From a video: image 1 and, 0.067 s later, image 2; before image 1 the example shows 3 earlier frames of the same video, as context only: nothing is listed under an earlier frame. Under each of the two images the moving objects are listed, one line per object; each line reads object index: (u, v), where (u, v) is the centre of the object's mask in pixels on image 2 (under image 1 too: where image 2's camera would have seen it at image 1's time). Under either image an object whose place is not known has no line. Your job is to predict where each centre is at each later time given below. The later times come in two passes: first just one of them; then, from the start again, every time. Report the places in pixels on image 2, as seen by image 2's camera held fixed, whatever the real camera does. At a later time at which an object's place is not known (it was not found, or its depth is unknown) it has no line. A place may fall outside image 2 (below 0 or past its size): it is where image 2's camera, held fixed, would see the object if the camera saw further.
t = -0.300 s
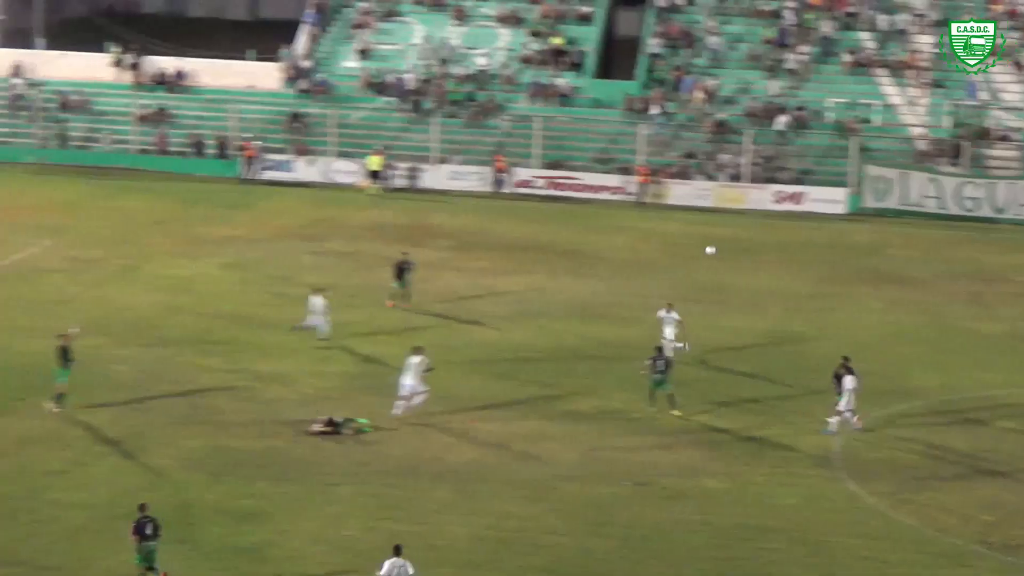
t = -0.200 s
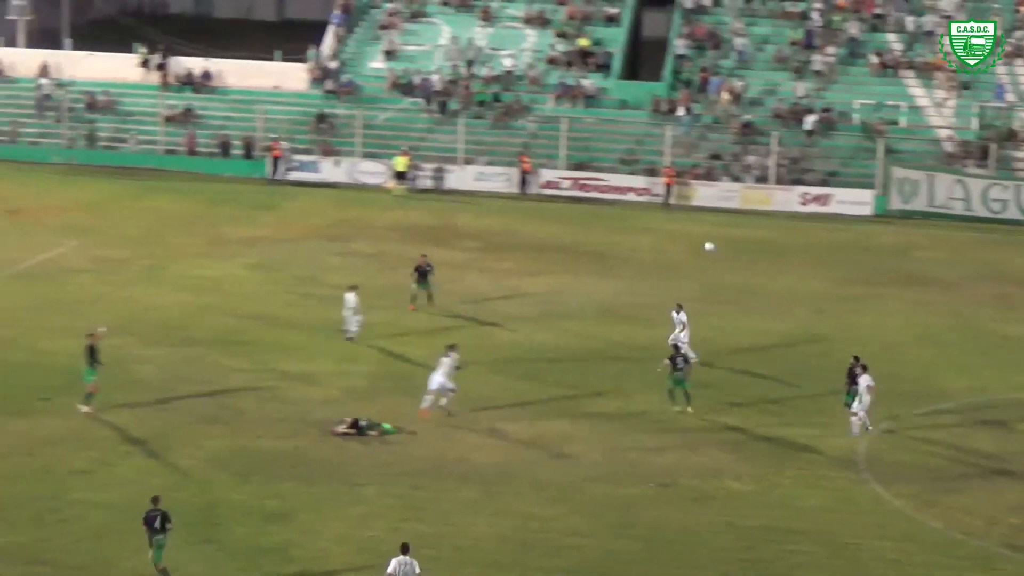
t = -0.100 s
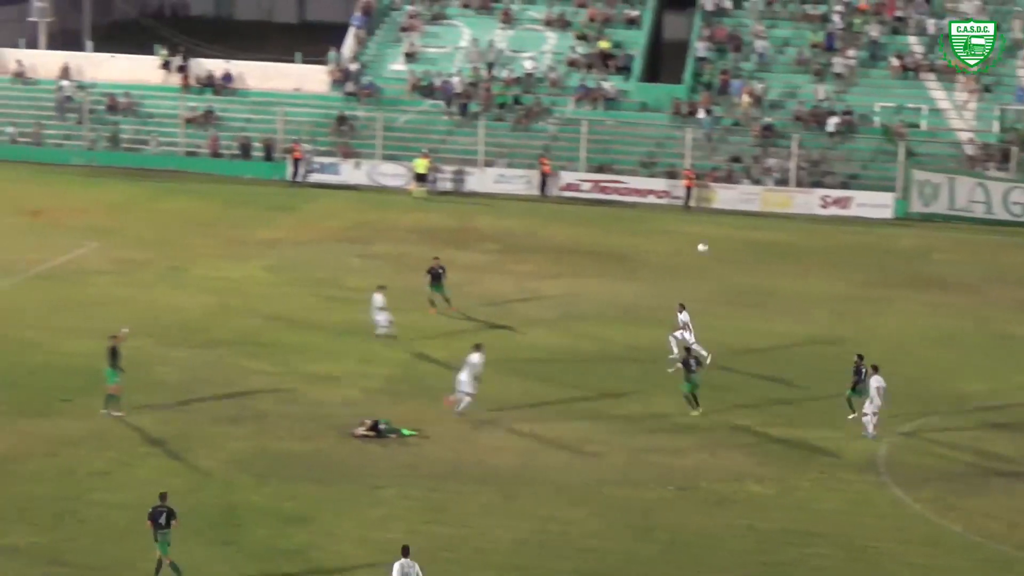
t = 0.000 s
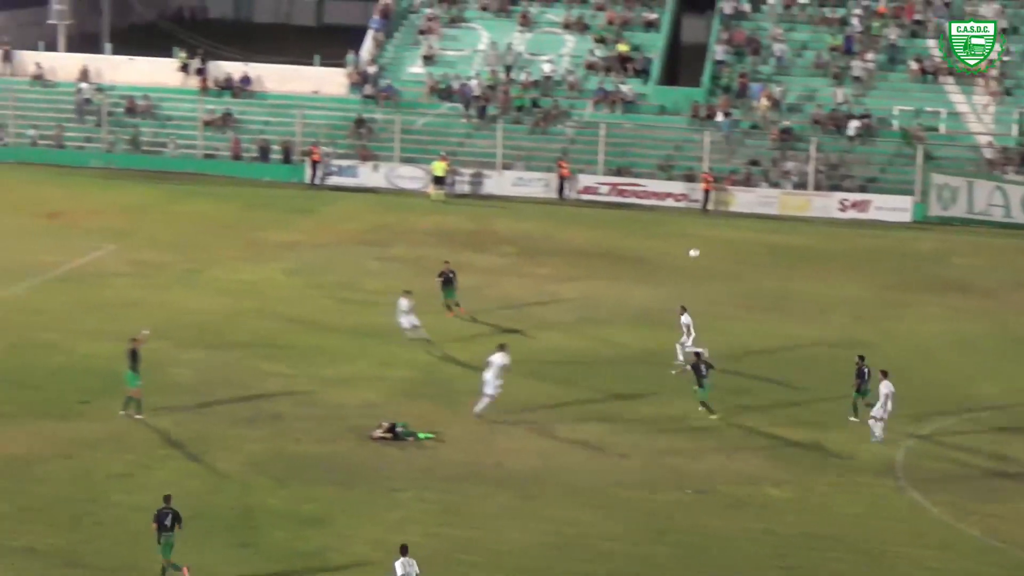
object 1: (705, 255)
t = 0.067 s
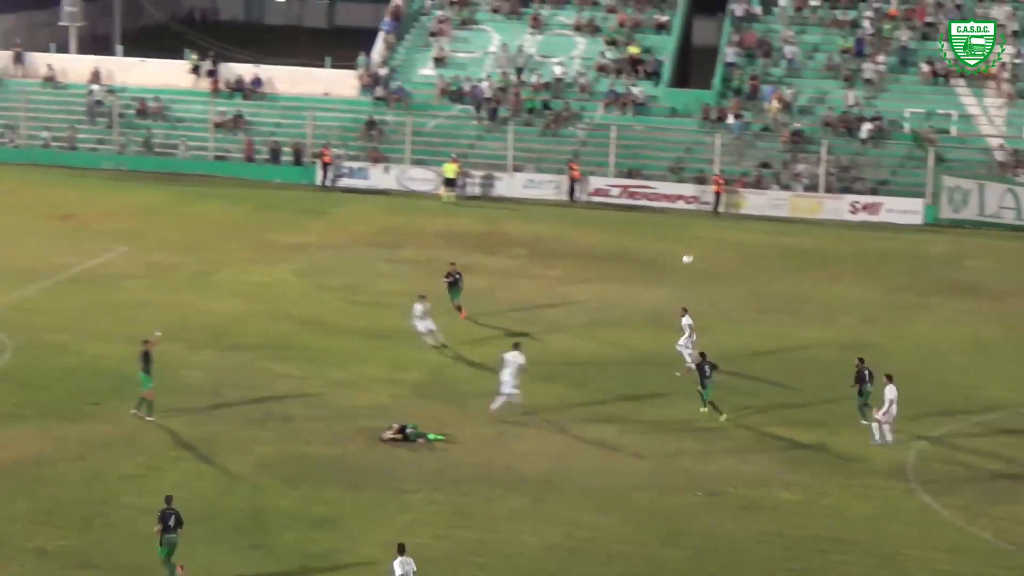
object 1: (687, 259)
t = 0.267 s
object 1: (636, 278)
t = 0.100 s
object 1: (678, 261)
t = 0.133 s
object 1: (670, 264)
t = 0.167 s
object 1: (661, 267)
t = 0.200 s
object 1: (653, 271)
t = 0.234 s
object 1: (644, 274)
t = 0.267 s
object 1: (636, 278)
